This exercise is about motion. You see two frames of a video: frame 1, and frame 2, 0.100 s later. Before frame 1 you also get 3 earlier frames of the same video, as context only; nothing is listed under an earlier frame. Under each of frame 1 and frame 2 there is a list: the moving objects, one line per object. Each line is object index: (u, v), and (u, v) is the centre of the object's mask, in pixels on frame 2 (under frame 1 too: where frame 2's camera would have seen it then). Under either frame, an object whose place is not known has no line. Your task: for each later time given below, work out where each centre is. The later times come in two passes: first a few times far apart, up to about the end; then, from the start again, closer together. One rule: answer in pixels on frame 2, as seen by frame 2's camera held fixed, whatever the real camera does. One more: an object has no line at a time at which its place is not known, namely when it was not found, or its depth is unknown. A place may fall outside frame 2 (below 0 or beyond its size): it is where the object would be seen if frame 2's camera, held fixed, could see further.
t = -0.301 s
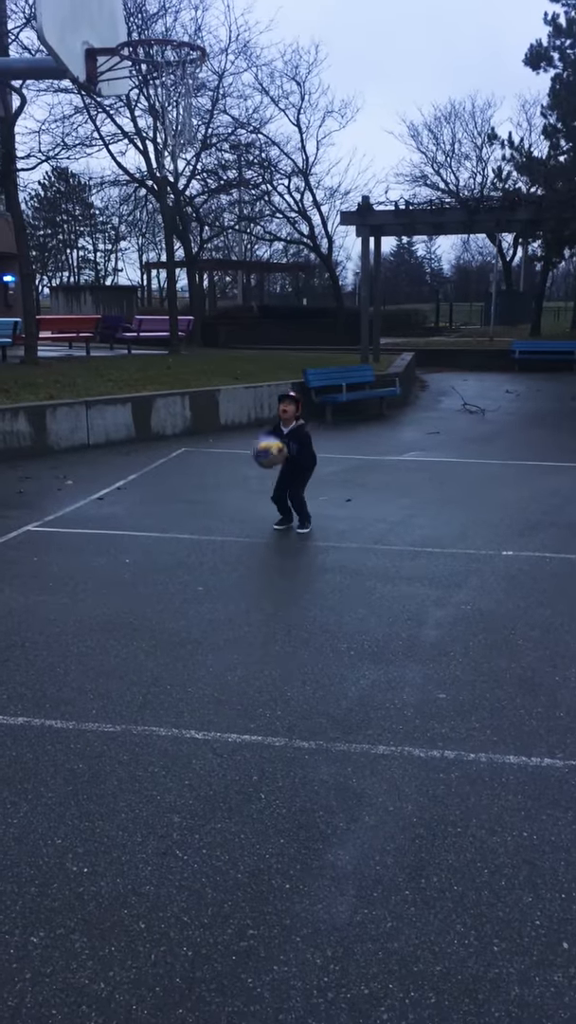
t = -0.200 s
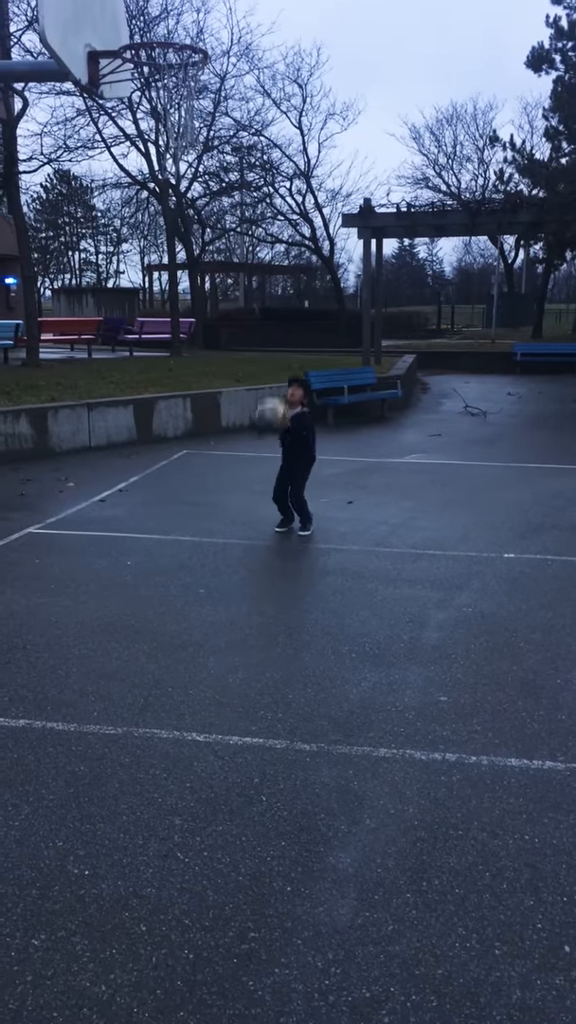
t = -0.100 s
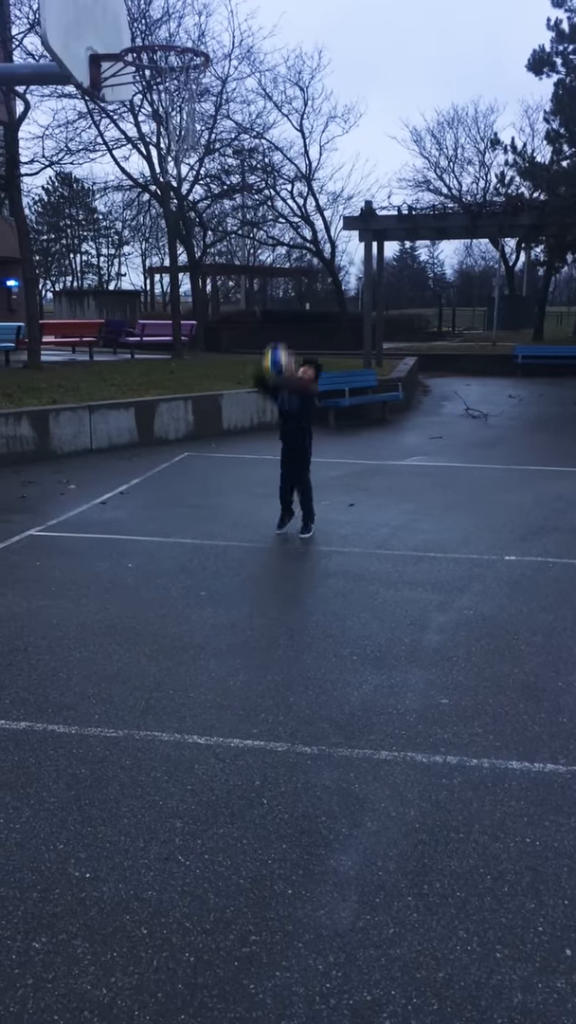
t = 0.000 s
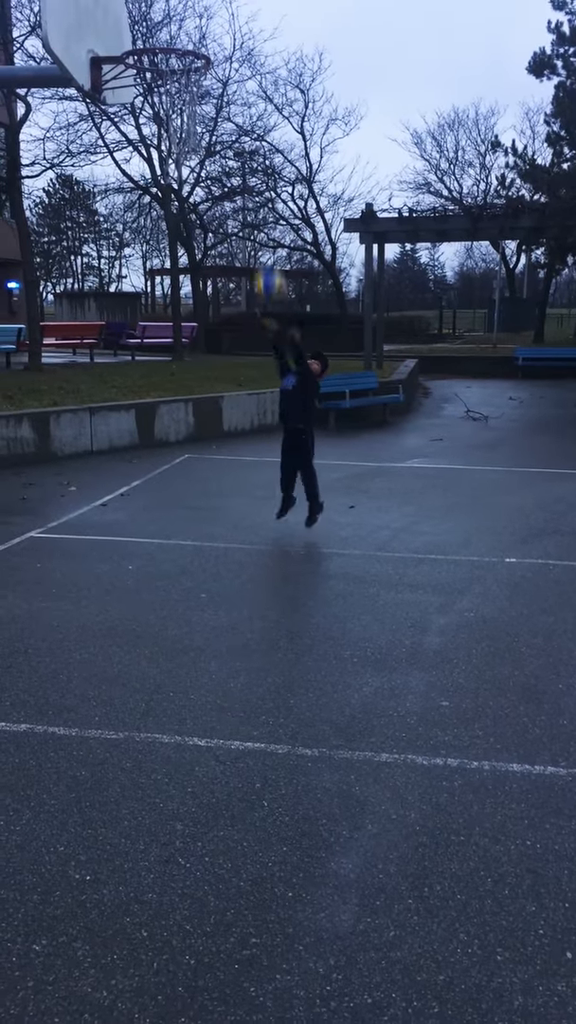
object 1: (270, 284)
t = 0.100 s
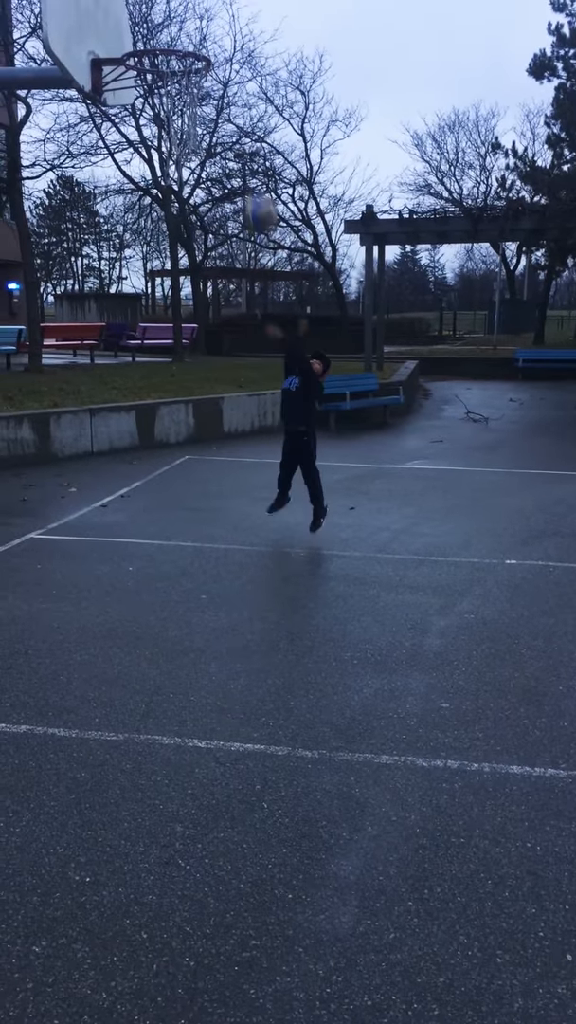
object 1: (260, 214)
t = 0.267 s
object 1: (240, 110)
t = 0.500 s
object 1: (212, 30)
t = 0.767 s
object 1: (176, 42)
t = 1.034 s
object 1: (126, 210)
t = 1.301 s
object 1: (84, 474)
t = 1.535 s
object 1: (55, 465)
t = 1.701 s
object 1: (37, 348)
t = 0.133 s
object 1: (257, 192)
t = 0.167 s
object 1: (252, 170)
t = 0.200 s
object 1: (249, 149)
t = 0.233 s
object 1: (244, 129)
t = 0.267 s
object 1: (240, 110)
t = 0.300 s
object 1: (237, 95)
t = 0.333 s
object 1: (232, 79)
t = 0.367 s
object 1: (228, 68)
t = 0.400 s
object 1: (224, 54)
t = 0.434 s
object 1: (221, 45)
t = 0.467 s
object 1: (216, 36)
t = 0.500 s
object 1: (212, 30)
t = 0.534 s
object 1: (208, 26)
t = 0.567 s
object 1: (203, 24)
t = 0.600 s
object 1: (199, 24)
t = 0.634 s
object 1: (194, 26)
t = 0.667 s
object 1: (189, 28)
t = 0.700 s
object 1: (186, 32)
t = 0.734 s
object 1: (180, 38)
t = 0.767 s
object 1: (176, 42)
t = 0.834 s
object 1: (164, 82)
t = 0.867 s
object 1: (156, 100)
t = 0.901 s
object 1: (151, 116)
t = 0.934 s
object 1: (145, 137)
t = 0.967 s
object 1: (138, 160)
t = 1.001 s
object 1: (131, 186)
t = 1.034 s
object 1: (126, 210)
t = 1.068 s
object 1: (118, 238)
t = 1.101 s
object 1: (113, 267)
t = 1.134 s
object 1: (105, 297)
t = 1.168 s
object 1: (104, 329)
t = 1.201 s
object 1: (99, 367)
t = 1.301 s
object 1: (84, 474)
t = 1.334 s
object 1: (81, 507)
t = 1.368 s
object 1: (74, 554)
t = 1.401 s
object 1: (70, 588)
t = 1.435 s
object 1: (66, 557)
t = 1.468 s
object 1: (62, 524)
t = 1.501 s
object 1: (58, 495)
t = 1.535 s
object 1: (55, 465)
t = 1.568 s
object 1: (53, 438)
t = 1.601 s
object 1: (48, 411)
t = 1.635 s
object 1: (45, 389)
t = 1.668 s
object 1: (40, 368)
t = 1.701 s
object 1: (37, 348)
